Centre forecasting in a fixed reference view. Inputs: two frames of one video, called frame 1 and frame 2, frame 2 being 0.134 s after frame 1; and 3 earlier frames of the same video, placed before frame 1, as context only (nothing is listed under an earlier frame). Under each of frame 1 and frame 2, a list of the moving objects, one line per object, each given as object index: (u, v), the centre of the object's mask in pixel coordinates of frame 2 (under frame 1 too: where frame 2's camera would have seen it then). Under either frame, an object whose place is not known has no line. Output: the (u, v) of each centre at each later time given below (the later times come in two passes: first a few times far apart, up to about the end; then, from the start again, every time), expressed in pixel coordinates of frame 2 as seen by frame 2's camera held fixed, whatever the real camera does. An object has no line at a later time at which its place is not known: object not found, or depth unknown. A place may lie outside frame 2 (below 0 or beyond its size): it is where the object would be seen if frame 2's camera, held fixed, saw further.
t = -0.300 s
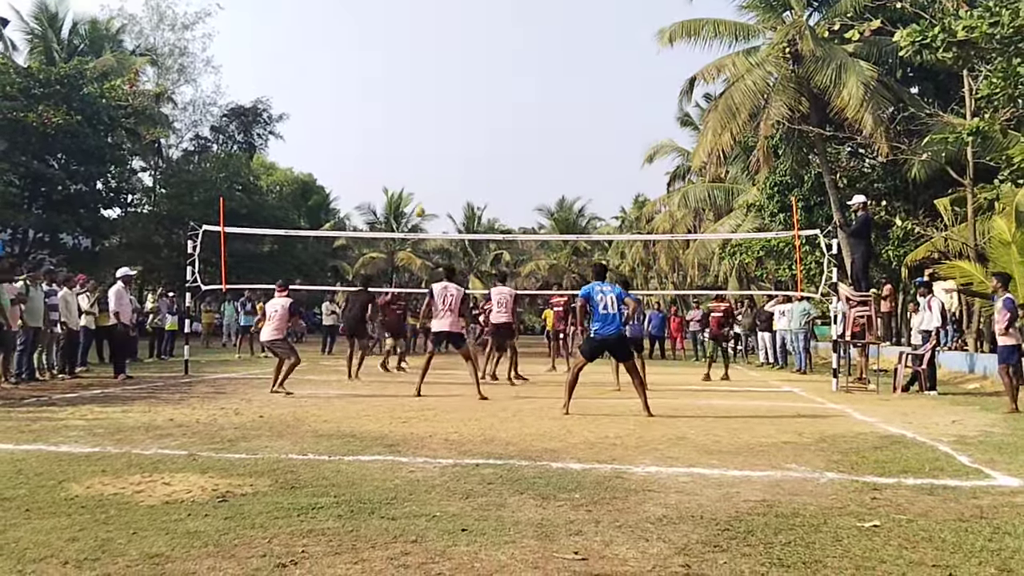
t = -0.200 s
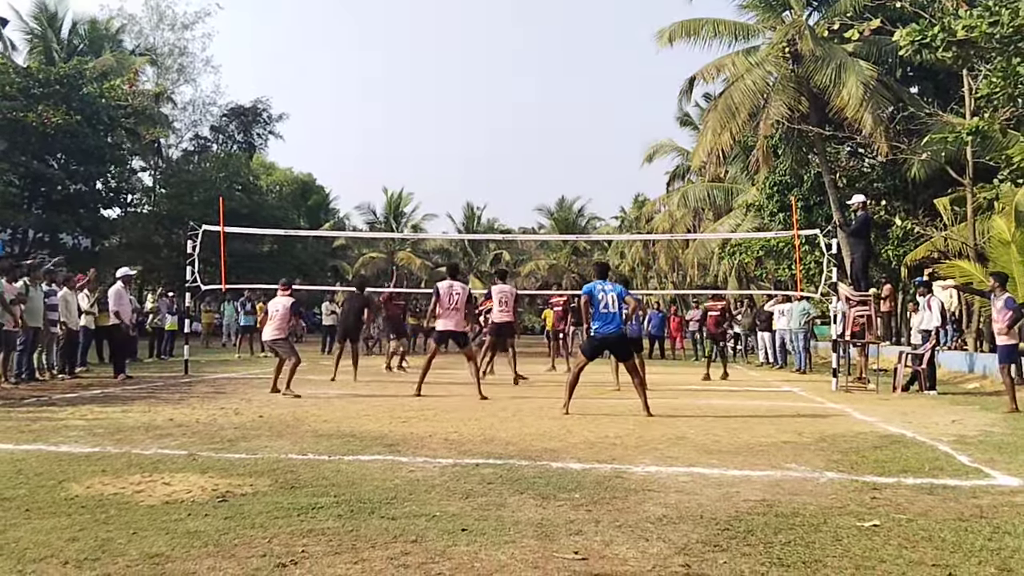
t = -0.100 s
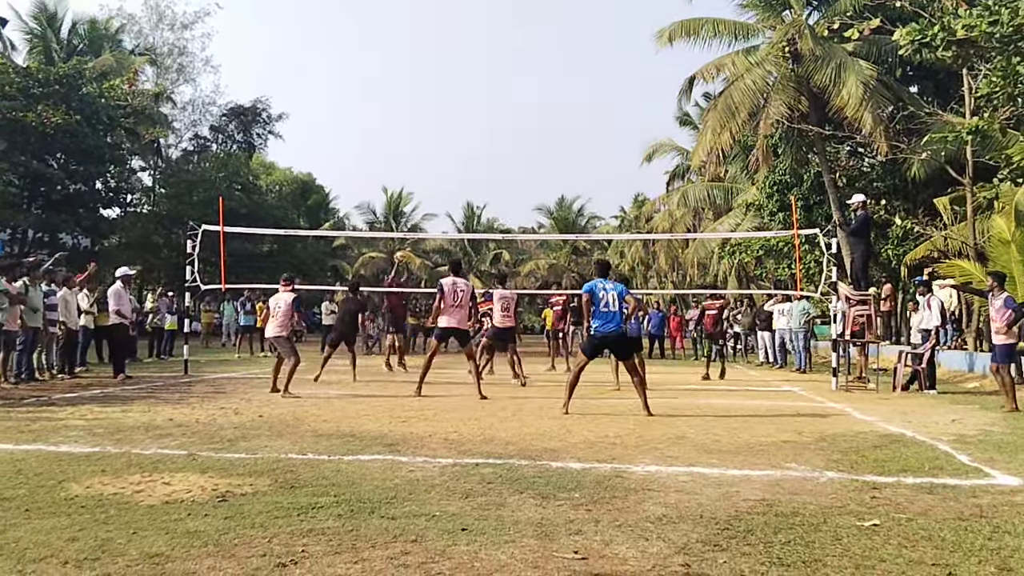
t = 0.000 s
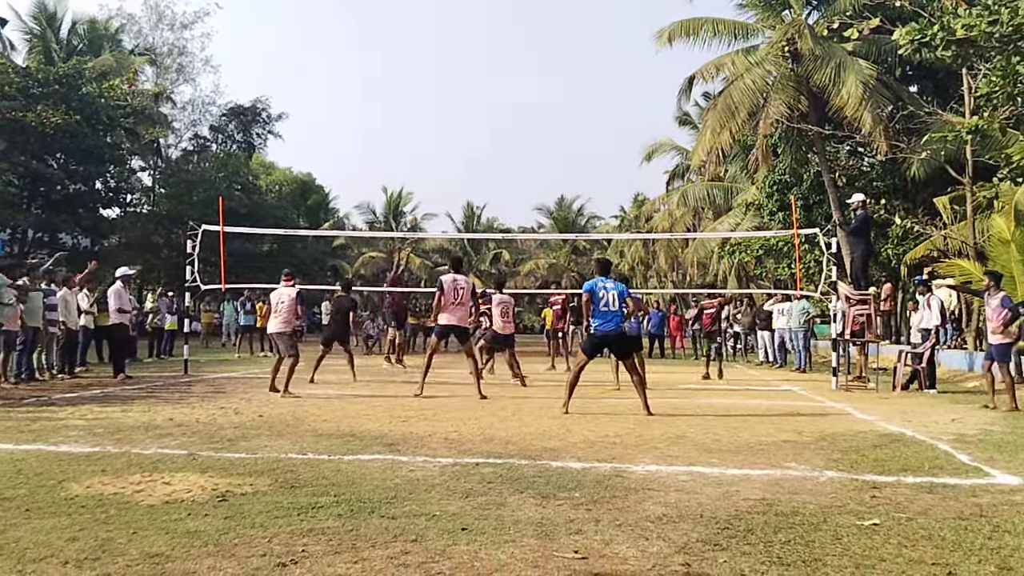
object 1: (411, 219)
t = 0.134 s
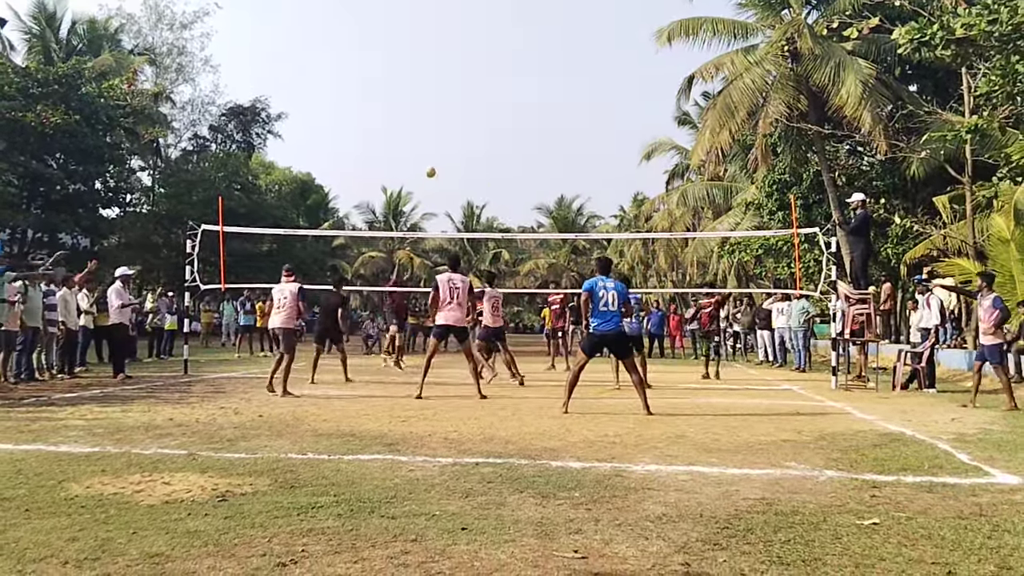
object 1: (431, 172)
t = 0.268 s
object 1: (449, 135)
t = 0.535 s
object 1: (483, 88)
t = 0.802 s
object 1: (517, 81)
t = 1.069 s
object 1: (550, 111)
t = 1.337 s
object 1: (582, 181)
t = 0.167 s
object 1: (435, 162)
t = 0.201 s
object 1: (440, 152)
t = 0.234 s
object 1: (444, 143)
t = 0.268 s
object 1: (449, 135)
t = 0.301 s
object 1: (453, 127)
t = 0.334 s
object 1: (457, 120)
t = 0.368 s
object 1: (462, 113)
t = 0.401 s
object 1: (466, 108)
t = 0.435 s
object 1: (471, 102)
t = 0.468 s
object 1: (475, 96)
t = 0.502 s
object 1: (479, 92)
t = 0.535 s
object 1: (483, 88)
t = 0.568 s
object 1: (488, 85)
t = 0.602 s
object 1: (492, 83)
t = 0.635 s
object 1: (496, 81)
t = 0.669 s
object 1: (500, 79)
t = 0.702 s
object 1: (504, 79)
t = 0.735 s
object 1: (508, 79)
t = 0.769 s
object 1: (513, 79)
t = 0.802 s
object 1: (517, 81)
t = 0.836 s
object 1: (521, 83)
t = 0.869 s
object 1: (525, 85)
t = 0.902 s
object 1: (529, 87)
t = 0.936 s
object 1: (533, 91)
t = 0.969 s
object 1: (537, 95)
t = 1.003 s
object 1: (541, 99)
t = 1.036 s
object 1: (546, 104)
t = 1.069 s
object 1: (550, 111)
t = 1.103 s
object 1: (554, 117)
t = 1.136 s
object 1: (558, 124)
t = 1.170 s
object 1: (562, 132)
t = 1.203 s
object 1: (566, 141)
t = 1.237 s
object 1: (570, 149)
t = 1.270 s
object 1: (574, 160)
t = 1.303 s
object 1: (578, 170)
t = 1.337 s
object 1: (582, 181)
